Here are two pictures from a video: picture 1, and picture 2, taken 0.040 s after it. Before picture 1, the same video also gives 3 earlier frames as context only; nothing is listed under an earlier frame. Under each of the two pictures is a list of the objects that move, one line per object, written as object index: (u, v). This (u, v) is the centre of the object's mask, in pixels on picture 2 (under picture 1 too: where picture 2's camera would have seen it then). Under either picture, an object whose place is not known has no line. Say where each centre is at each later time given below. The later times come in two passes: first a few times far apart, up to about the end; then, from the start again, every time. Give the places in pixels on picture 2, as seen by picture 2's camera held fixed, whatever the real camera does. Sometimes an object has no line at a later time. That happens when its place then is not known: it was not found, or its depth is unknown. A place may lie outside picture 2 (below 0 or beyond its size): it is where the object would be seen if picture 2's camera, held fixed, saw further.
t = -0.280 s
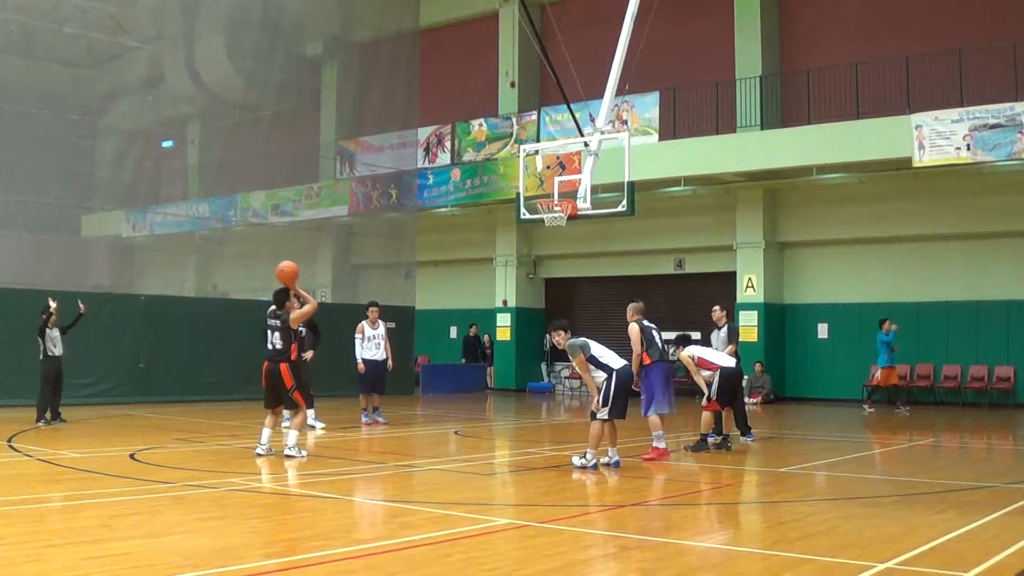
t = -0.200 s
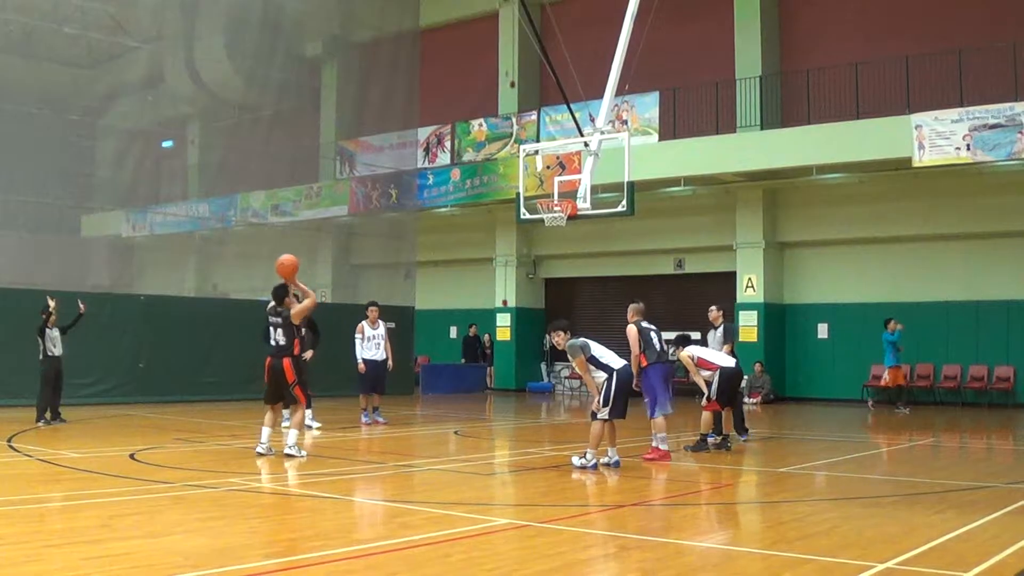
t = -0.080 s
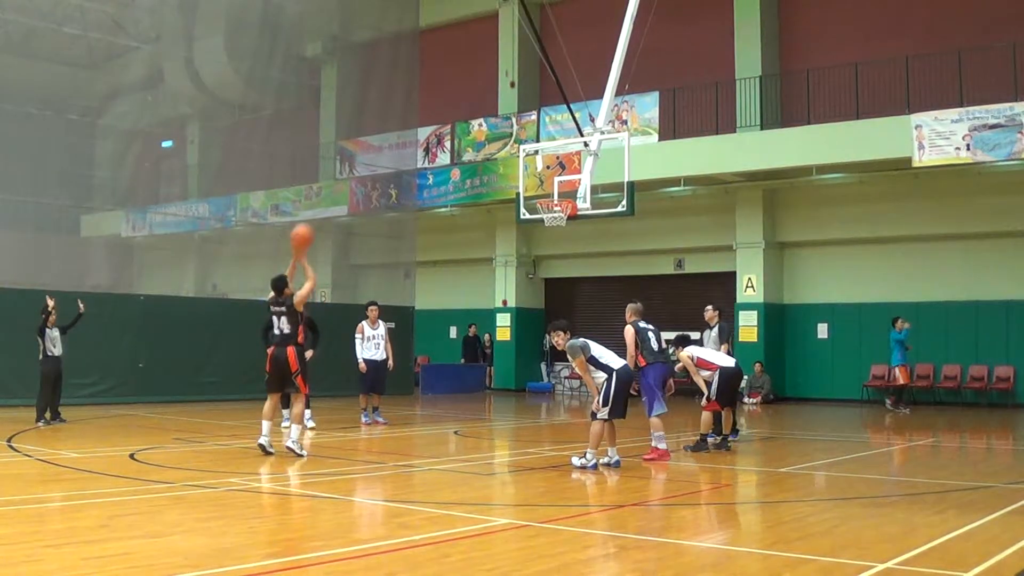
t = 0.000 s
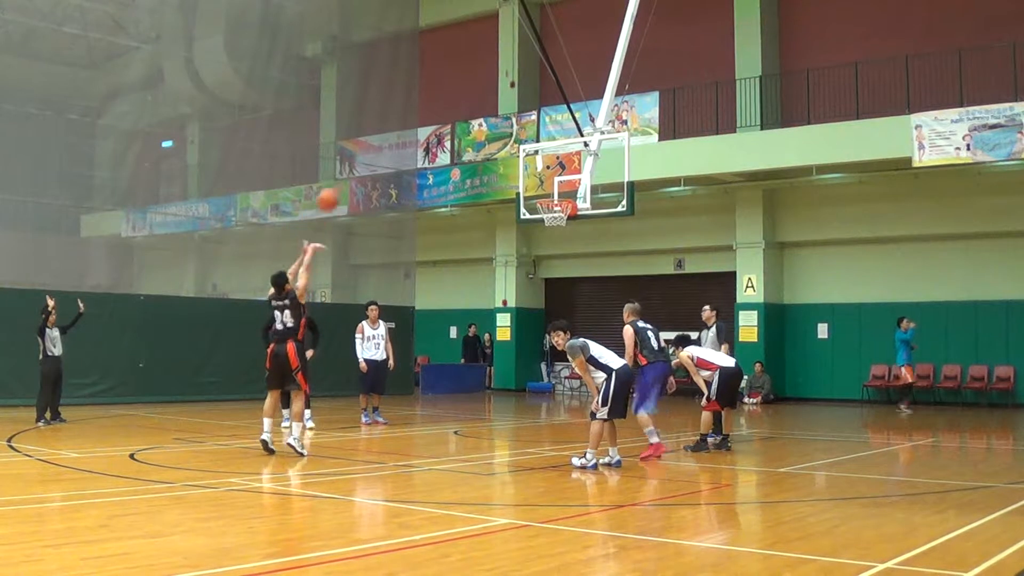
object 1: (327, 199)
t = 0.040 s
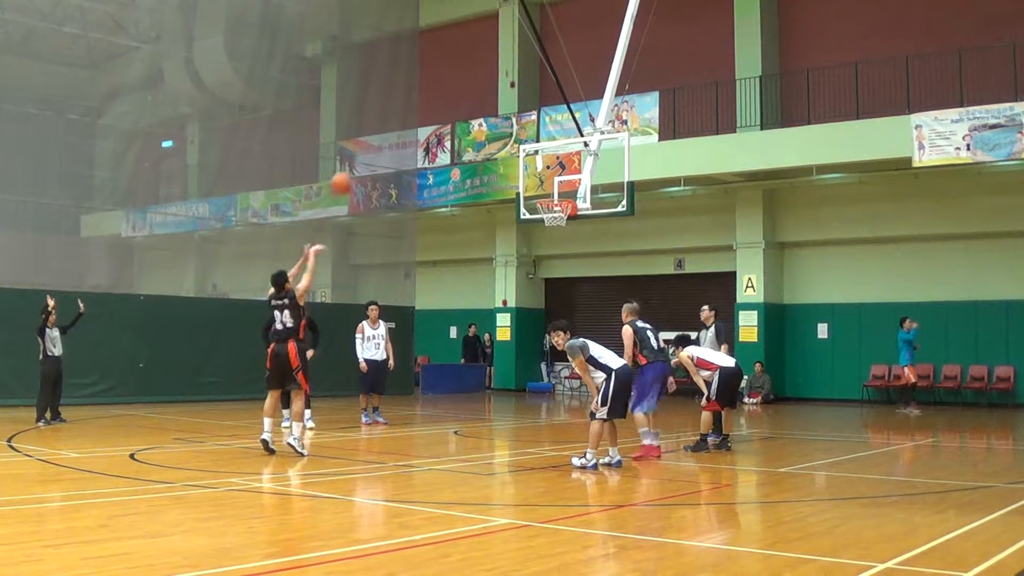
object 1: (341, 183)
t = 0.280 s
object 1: (412, 124)
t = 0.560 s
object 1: (483, 118)
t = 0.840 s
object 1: (544, 174)
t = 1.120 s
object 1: (535, 167)
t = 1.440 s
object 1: (487, 176)
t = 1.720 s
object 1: (438, 260)
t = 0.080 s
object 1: (353, 169)
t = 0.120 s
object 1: (366, 157)
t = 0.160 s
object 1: (377, 147)
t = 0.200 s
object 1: (390, 137)
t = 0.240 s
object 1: (401, 130)
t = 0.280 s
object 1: (412, 124)
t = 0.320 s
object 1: (423, 119)
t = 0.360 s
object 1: (433, 115)
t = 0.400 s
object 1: (443, 114)
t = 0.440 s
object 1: (454, 113)
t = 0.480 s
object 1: (464, 113)
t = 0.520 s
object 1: (473, 115)
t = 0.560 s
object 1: (483, 118)
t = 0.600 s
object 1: (492, 123)
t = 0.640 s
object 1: (502, 129)
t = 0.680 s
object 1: (511, 136)
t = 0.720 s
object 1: (519, 143)
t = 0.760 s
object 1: (527, 152)
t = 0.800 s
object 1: (536, 162)
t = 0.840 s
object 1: (544, 174)
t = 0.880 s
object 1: (551, 183)
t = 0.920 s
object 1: (560, 193)
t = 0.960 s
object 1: (556, 191)
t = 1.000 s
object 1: (551, 183)
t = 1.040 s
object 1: (545, 177)
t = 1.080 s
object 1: (539, 171)
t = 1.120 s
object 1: (535, 167)
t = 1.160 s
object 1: (529, 164)
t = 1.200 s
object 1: (523, 161)
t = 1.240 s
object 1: (517, 161)
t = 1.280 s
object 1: (511, 161)
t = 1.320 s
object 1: (506, 162)
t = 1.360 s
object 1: (499, 165)
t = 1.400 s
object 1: (494, 170)
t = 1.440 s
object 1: (487, 176)
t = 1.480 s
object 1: (480, 183)
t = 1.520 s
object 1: (473, 191)
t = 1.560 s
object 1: (467, 202)
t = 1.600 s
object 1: (460, 214)
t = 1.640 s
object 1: (453, 227)
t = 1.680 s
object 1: (446, 242)
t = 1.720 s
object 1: (438, 260)
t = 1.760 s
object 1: (431, 279)
